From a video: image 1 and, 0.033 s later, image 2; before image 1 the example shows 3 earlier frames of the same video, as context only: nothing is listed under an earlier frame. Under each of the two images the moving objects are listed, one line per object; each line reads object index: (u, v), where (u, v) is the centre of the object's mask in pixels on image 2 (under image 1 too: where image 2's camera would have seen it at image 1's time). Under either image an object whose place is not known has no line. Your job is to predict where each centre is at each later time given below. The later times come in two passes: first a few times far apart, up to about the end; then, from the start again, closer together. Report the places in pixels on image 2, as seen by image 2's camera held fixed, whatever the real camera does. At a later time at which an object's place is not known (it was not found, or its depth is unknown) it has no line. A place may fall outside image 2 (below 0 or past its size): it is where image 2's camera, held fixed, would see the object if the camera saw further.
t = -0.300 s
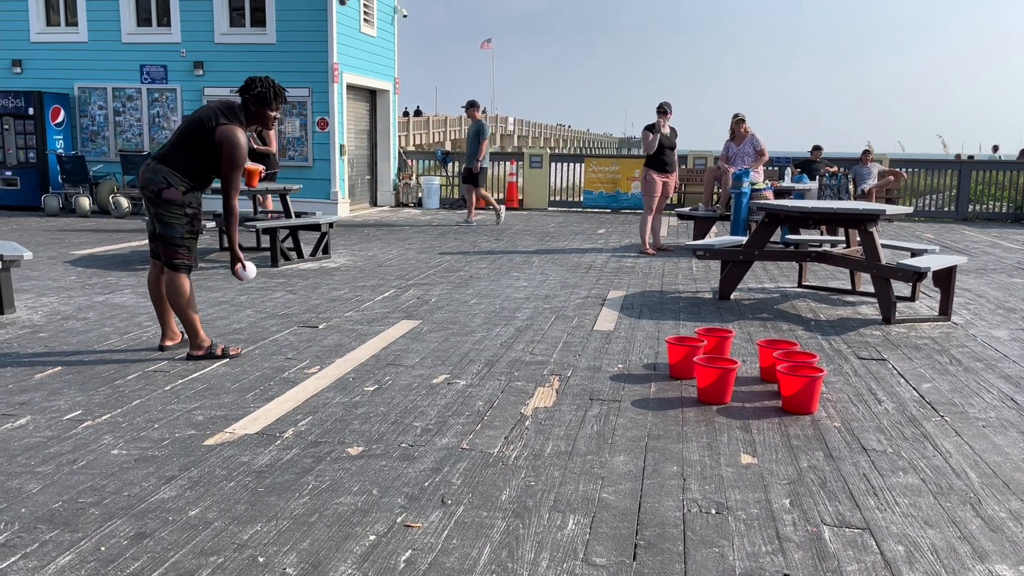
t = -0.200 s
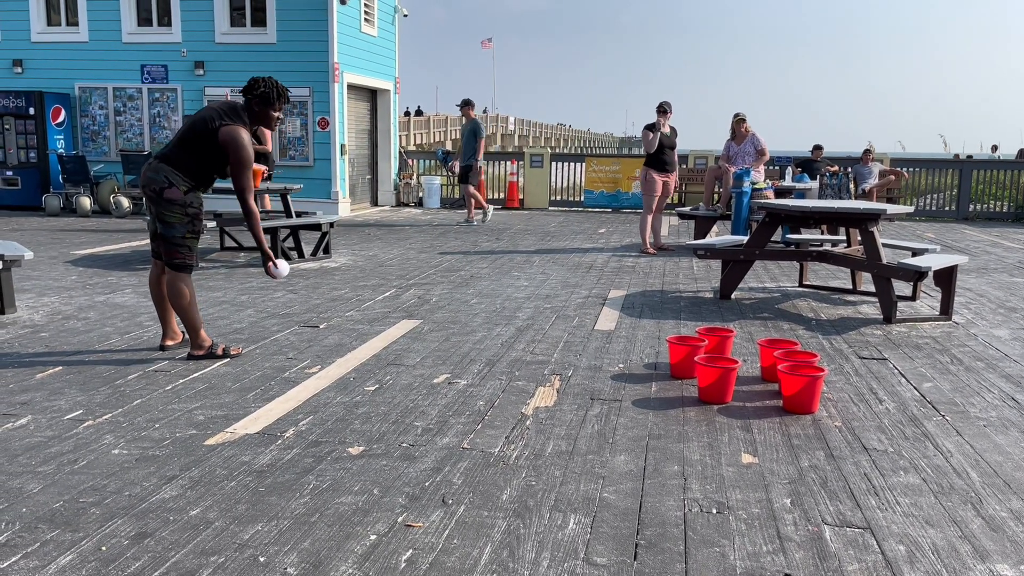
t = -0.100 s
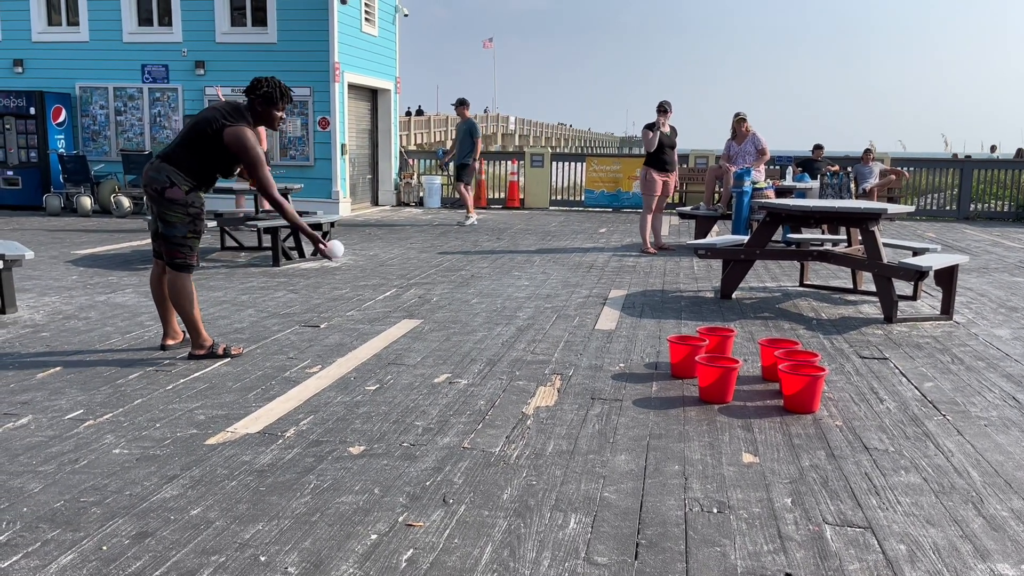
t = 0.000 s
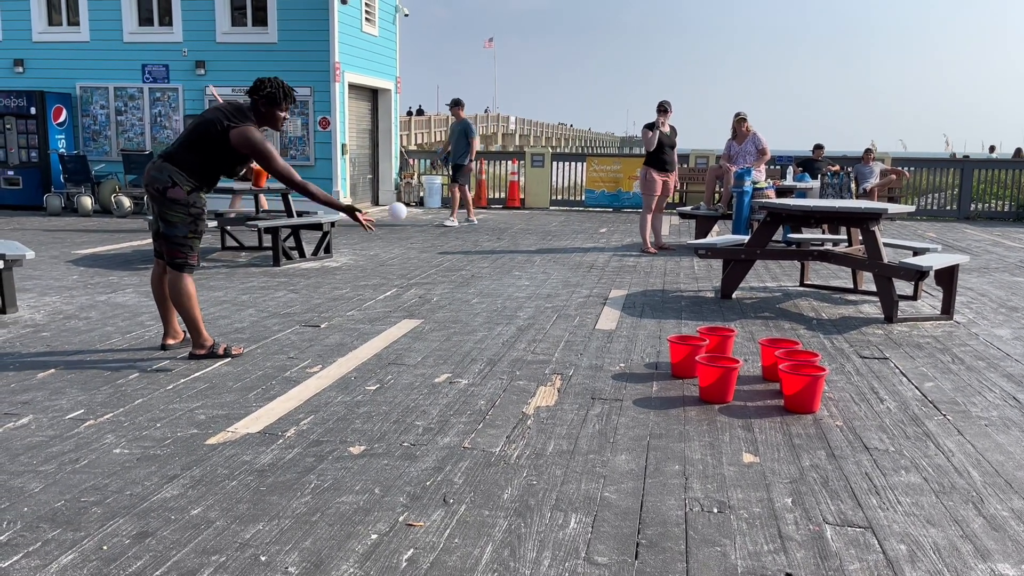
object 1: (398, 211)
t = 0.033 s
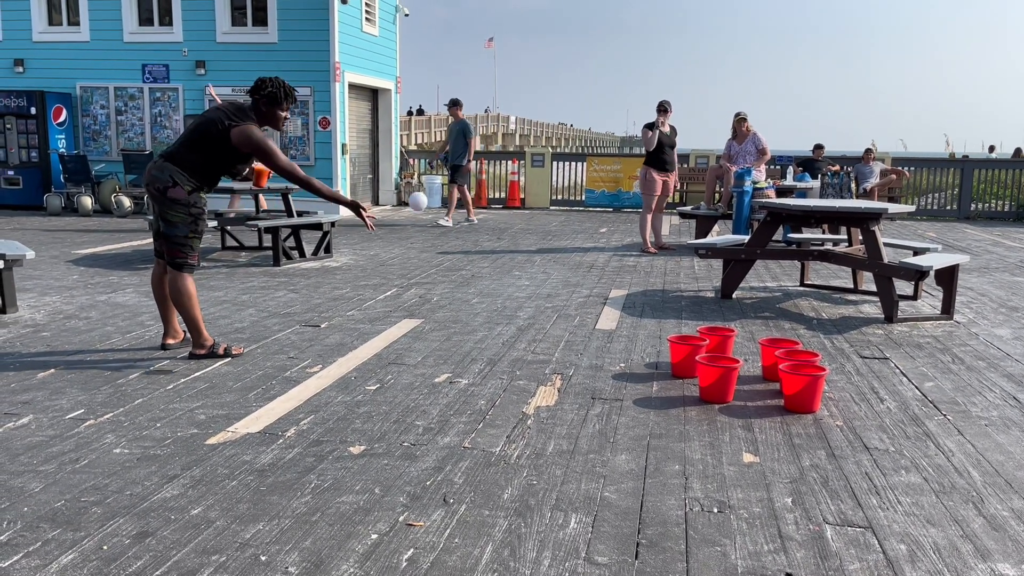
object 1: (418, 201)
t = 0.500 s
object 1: (691, 294)
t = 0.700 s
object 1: (766, 338)
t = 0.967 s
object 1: (761, 326)
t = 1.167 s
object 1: (760, 359)
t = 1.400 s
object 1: (781, 346)
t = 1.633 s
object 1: (807, 355)
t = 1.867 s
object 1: (824, 359)
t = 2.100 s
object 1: (835, 361)
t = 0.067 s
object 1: (437, 193)
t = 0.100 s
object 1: (459, 188)
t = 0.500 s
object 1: (691, 294)
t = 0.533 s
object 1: (709, 317)
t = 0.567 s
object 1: (726, 343)
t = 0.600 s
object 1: (746, 371)
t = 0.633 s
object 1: (758, 365)
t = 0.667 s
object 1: (766, 349)
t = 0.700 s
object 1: (766, 338)
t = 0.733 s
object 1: (766, 329)
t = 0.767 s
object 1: (766, 322)
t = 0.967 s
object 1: (761, 326)
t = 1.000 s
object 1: (760, 334)
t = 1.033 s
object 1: (758, 344)
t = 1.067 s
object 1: (756, 356)
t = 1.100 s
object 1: (755, 370)
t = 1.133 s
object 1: (757, 370)
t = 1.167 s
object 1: (760, 359)
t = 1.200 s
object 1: (764, 351)
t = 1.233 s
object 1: (767, 345)
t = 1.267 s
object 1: (770, 341)
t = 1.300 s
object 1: (773, 339)
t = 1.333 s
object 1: (776, 339)
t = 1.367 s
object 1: (778, 341)
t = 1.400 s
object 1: (781, 346)
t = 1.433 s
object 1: (783, 352)
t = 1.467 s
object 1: (785, 358)
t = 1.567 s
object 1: (796, 360)
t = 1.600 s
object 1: (802, 357)
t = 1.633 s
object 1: (807, 355)
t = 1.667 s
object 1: (811, 353)
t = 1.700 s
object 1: (816, 353)
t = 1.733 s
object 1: (820, 355)
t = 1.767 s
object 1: (822, 355)
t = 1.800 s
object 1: (823, 355)
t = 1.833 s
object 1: (824, 357)
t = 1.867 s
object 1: (824, 359)
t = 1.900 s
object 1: (824, 362)
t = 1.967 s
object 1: (825, 364)
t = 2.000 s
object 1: (828, 362)
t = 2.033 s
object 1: (831, 361)
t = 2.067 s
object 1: (833, 361)
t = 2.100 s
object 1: (835, 361)
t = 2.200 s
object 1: (840, 363)
